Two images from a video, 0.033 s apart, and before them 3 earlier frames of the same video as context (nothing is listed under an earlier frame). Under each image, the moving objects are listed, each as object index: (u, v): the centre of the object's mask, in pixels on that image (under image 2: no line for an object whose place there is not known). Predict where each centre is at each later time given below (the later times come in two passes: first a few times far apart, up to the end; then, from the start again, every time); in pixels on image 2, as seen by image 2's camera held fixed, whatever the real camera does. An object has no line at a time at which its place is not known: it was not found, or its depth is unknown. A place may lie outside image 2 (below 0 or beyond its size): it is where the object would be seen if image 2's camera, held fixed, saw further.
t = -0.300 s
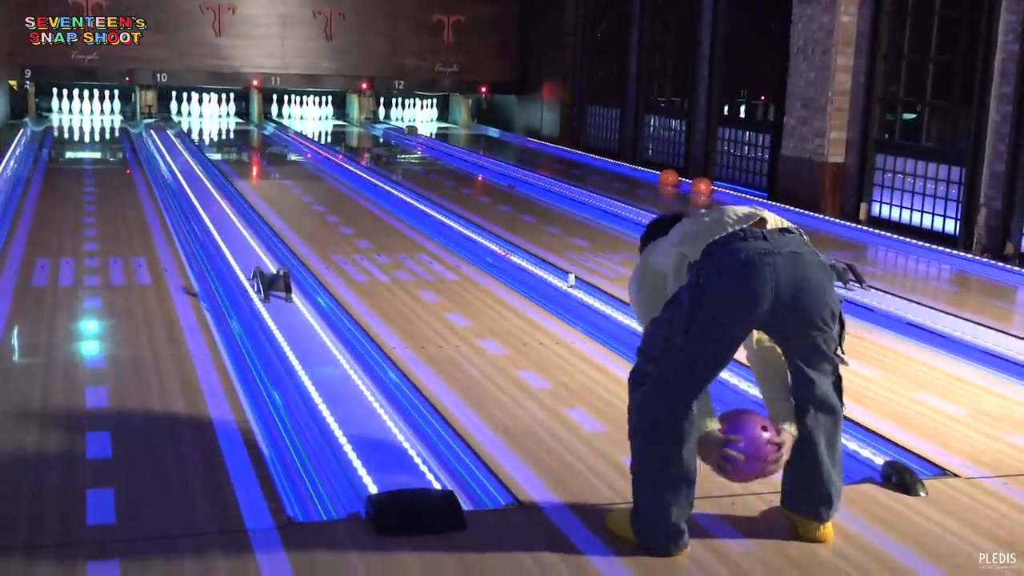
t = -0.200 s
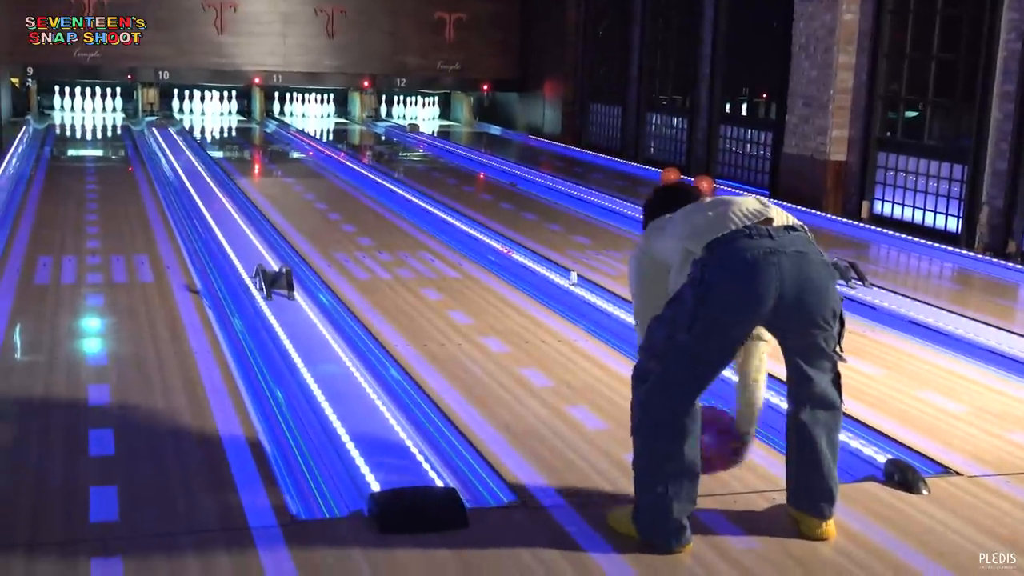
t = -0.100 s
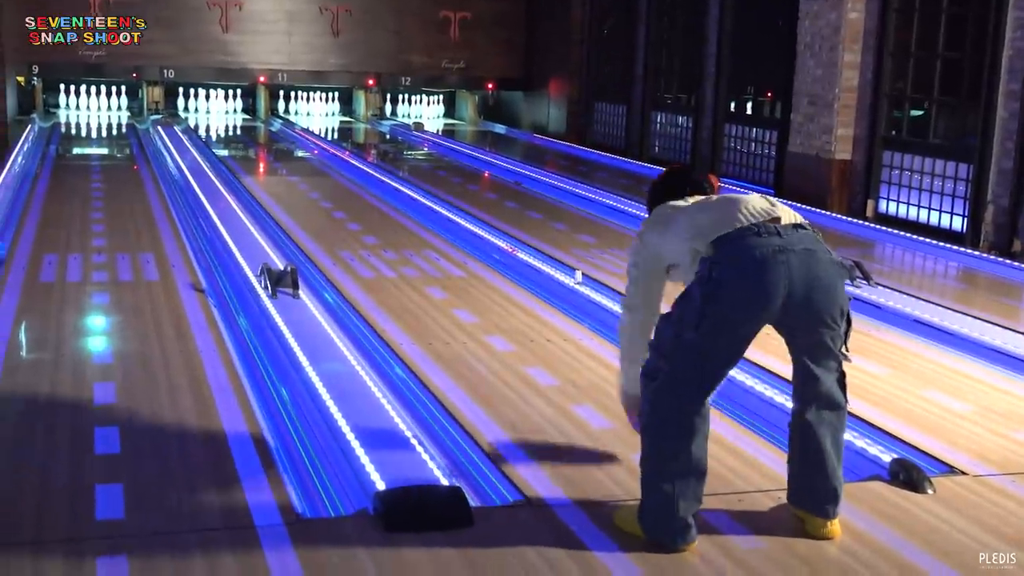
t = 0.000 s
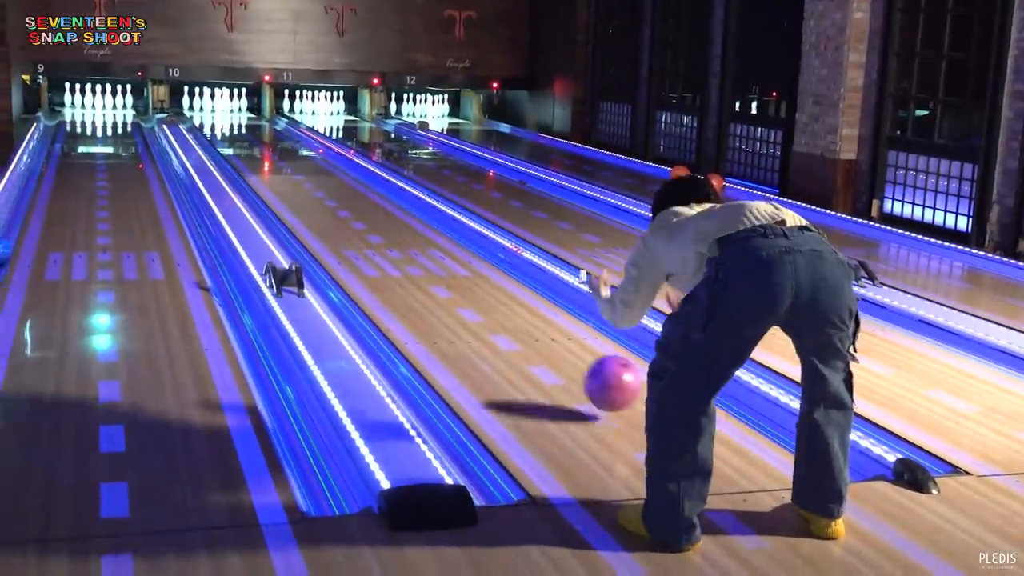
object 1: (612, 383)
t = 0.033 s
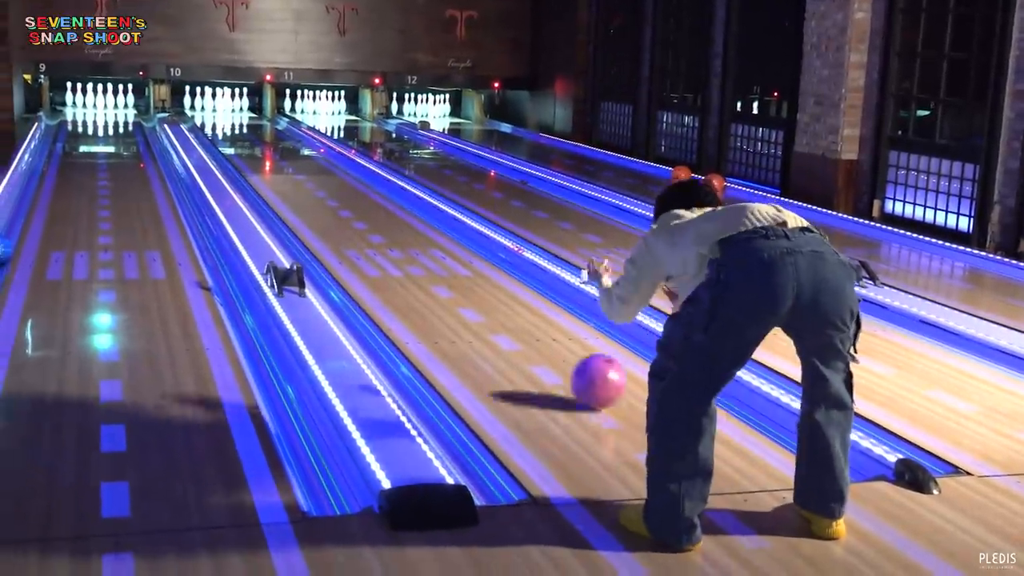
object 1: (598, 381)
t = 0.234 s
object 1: (529, 326)
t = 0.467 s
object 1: (474, 282)
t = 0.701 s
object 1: (433, 249)
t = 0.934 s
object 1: (401, 225)
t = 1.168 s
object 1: (377, 207)
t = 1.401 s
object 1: (357, 193)
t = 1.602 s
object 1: (342, 184)
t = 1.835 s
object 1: (329, 174)
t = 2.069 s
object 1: (316, 166)
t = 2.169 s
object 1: (312, 163)
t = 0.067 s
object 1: (584, 369)
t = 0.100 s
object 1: (572, 358)
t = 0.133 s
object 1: (561, 350)
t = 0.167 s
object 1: (549, 343)
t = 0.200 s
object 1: (539, 334)
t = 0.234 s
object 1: (529, 326)
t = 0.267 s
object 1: (520, 319)
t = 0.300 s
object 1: (511, 312)
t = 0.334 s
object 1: (504, 306)
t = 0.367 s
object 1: (496, 300)
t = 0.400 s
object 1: (489, 293)
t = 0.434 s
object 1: (481, 287)
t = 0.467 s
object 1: (474, 282)
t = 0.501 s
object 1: (468, 277)
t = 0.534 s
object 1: (462, 271)
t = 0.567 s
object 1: (456, 266)
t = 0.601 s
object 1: (450, 262)
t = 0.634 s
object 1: (444, 257)
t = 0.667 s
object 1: (438, 253)
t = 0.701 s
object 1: (433, 249)
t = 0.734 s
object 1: (428, 245)
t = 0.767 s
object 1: (423, 242)
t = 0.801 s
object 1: (419, 238)
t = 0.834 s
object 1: (414, 235)
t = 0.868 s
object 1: (410, 231)
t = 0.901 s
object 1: (405, 228)
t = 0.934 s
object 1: (401, 225)
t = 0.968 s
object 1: (397, 222)
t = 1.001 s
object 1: (393, 219)
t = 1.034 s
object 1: (390, 217)
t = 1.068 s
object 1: (387, 214)
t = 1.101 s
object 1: (383, 212)
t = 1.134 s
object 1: (380, 209)
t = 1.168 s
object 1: (377, 207)
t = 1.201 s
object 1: (374, 205)
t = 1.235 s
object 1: (370, 202)
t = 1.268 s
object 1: (368, 200)
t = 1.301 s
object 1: (365, 198)
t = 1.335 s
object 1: (362, 196)
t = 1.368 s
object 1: (359, 194)
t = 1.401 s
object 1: (357, 193)
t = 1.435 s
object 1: (354, 191)
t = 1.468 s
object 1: (351, 190)
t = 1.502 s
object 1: (349, 188)
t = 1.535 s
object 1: (347, 187)
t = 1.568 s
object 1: (344, 185)
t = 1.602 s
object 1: (342, 184)
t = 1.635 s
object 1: (341, 183)
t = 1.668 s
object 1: (338, 181)
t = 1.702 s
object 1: (337, 180)
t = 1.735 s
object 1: (334, 178)
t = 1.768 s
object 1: (332, 177)
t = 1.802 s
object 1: (331, 176)
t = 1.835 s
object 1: (329, 174)
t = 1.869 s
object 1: (326, 172)
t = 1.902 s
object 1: (325, 172)
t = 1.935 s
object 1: (322, 171)
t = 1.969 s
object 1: (321, 170)
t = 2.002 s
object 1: (319, 169)
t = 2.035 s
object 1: (318, 168)
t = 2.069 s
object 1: (316, 166)
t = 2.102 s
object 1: (315, 166)
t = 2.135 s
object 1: (315, 165)
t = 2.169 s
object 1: (312, 163)
